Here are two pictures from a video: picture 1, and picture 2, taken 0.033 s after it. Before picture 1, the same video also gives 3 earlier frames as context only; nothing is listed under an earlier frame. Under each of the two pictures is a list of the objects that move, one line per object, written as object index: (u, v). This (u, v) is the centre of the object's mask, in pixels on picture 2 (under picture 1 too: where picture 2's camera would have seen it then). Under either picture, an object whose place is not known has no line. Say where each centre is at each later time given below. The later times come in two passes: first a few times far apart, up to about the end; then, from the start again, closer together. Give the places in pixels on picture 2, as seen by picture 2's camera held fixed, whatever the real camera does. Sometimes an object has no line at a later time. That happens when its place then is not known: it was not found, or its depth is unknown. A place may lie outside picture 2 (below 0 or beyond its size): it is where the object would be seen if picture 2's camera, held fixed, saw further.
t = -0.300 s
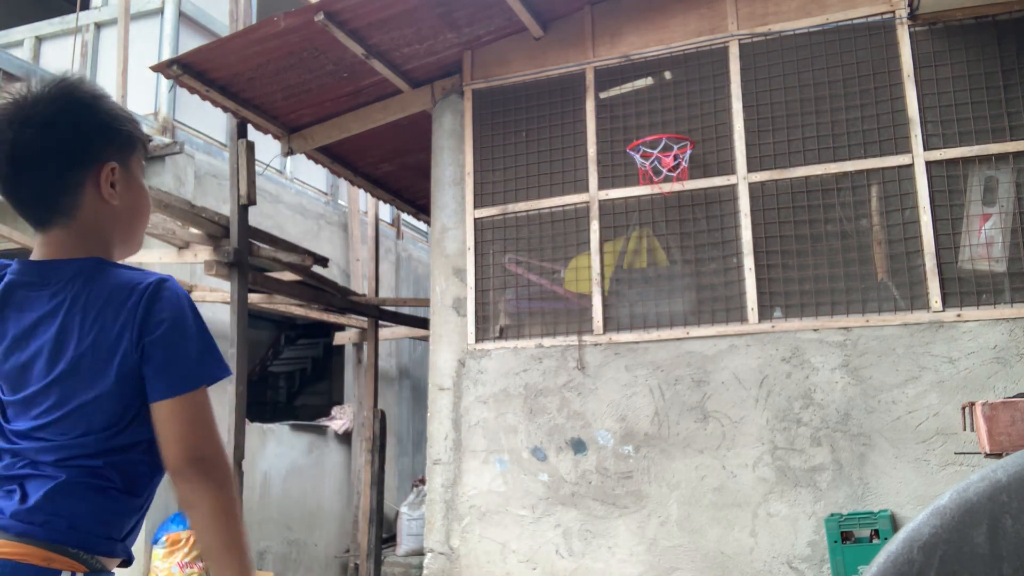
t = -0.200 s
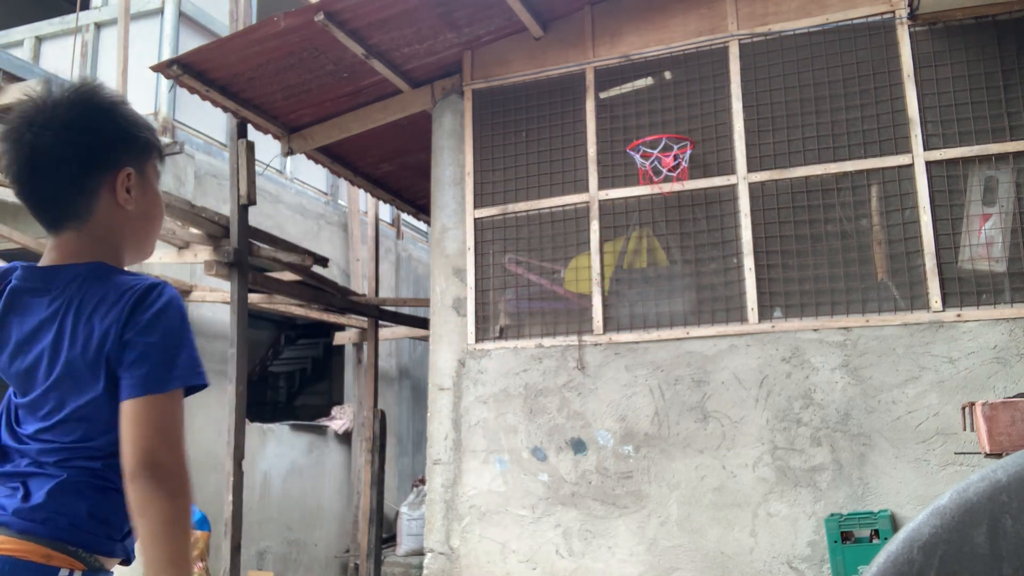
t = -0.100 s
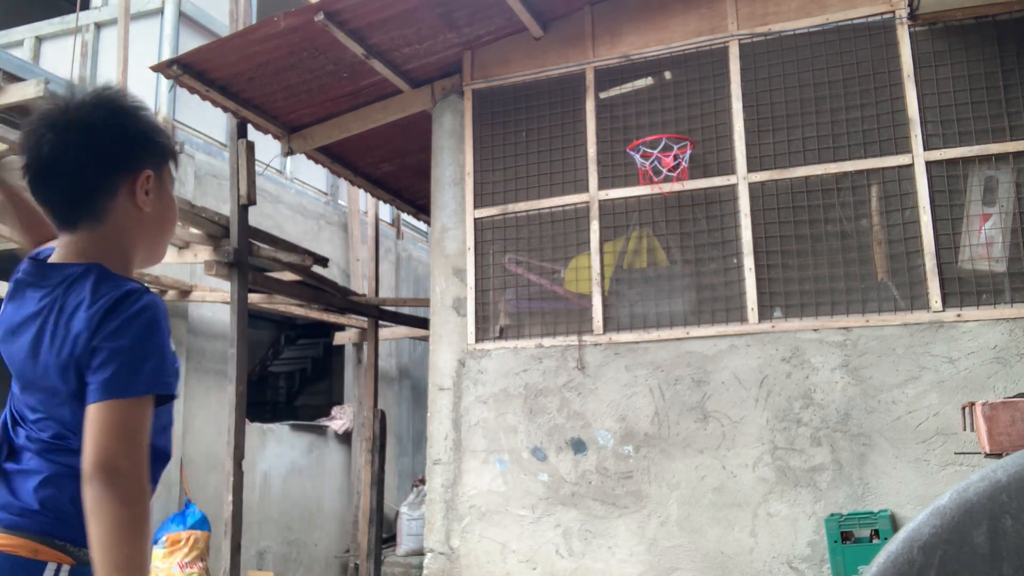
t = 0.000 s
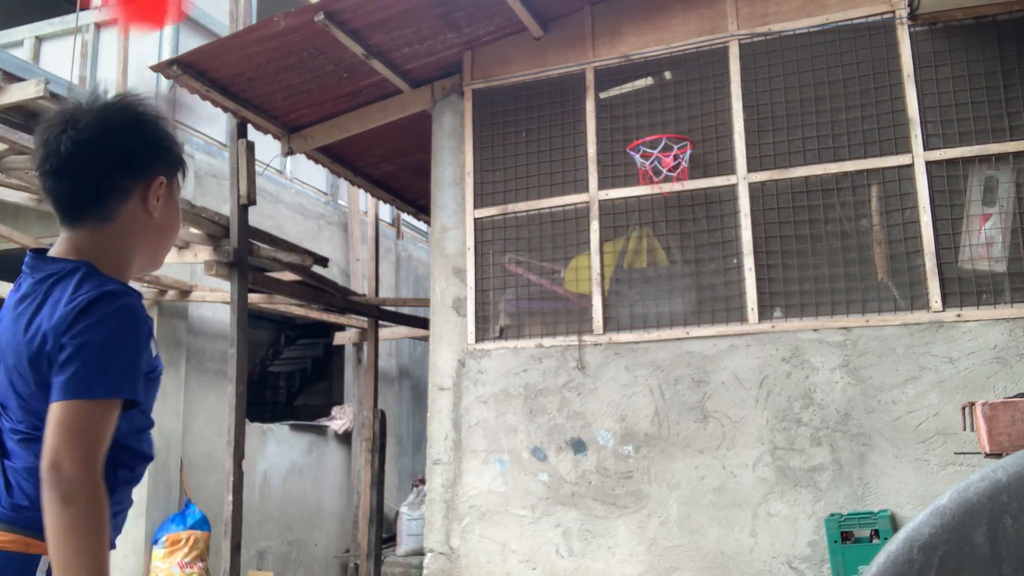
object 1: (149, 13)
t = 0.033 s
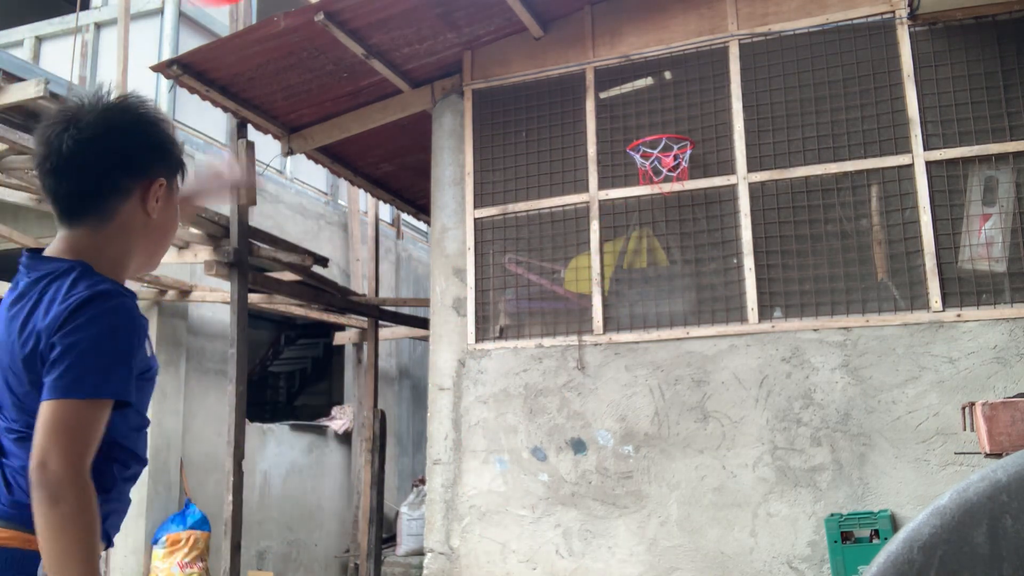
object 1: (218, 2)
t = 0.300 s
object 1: (524, 3)
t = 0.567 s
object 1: (636, 114)
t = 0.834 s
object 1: (618, 199)
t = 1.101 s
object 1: (603, 540)
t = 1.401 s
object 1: (565, 432)
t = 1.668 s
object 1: (518, 222)
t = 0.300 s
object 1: (524, 3)
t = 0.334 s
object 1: (543, 8)
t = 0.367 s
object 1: (560, 14)
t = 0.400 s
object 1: (576, 23)
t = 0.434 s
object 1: (590, 39)
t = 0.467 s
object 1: (605, 58)
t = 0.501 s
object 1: (618, 79)
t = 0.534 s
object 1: (631, 100)
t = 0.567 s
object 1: (636, 114)
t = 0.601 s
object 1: (634, 116)
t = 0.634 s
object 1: (631, 121)
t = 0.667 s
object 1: (629, 127)
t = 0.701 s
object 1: (627, 135)
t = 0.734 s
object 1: (624, 146)
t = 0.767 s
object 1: (622, 161)
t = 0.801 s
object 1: (620, 177)
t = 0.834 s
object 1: (618, 199)
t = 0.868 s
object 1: (617, 223)
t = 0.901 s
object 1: (615, 252)
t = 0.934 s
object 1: (613, 286)
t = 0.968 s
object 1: (611, 326)
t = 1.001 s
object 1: (609, 372)
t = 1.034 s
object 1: (607, 422)
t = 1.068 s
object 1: (605, 479)
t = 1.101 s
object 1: (603, 540)
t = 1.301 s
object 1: (579, 561)
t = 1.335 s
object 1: (576, 527)
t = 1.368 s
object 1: (570, 477)
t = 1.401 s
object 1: (565, 432)
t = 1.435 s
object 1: (559, 391)
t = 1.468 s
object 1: (554, 354)
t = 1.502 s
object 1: (548, 321)
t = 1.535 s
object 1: (543, 293)
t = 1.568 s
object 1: (537, 269)
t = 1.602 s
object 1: (531, 249)
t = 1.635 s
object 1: (524, 234)
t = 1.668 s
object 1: (518, 222)
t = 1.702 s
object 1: (512, 215)
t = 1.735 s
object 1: (506, 212)
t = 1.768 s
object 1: (499, 214)
